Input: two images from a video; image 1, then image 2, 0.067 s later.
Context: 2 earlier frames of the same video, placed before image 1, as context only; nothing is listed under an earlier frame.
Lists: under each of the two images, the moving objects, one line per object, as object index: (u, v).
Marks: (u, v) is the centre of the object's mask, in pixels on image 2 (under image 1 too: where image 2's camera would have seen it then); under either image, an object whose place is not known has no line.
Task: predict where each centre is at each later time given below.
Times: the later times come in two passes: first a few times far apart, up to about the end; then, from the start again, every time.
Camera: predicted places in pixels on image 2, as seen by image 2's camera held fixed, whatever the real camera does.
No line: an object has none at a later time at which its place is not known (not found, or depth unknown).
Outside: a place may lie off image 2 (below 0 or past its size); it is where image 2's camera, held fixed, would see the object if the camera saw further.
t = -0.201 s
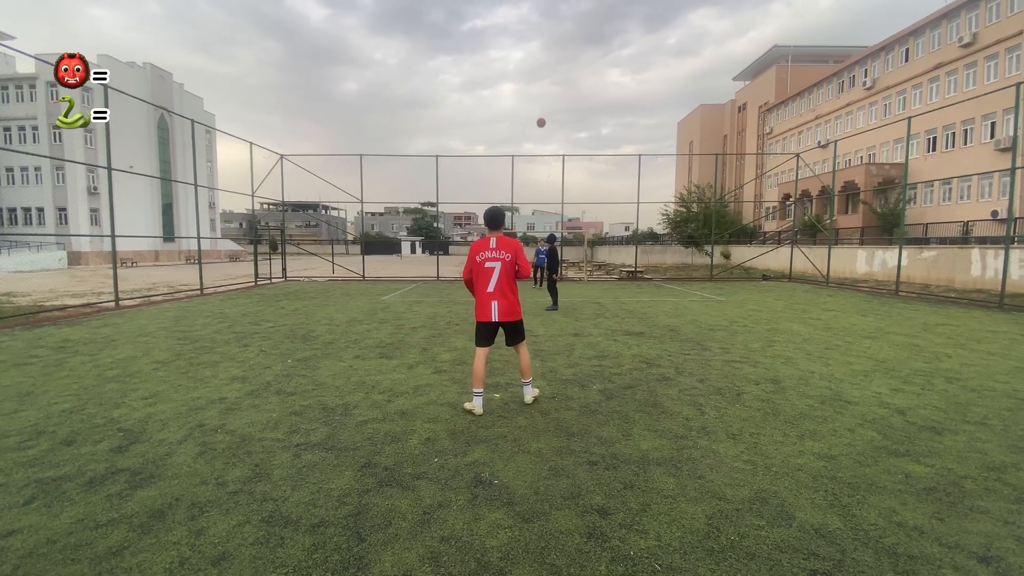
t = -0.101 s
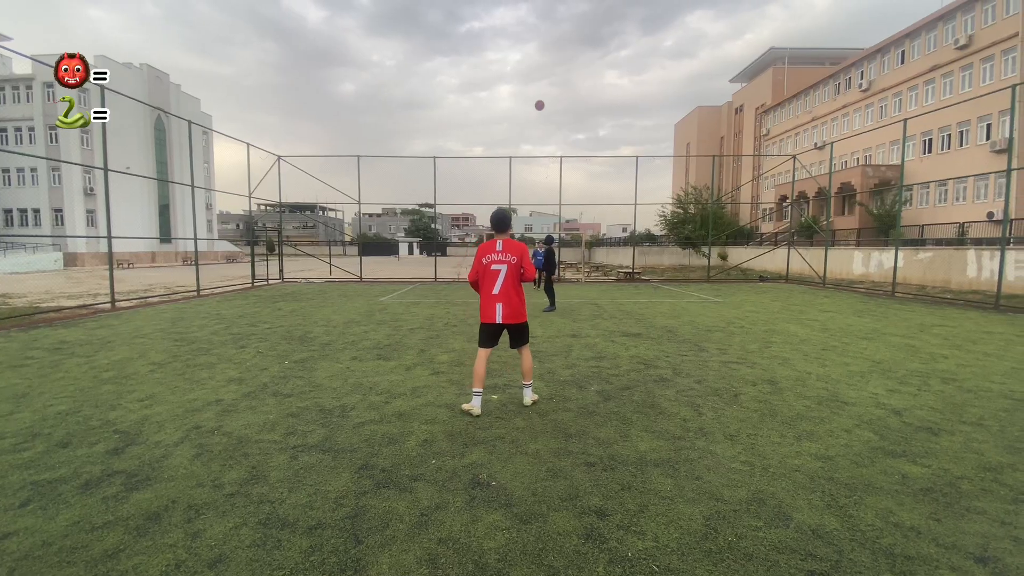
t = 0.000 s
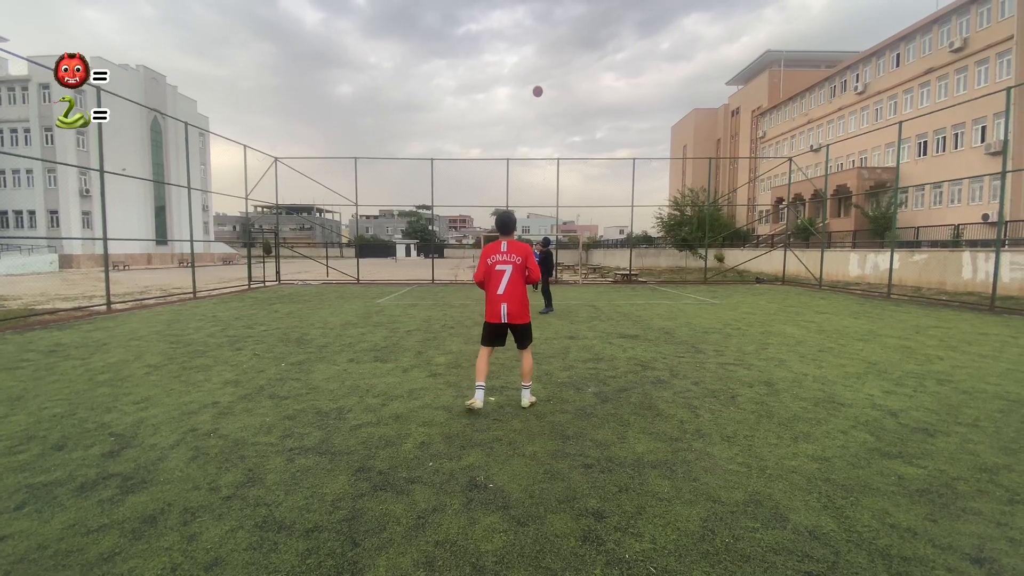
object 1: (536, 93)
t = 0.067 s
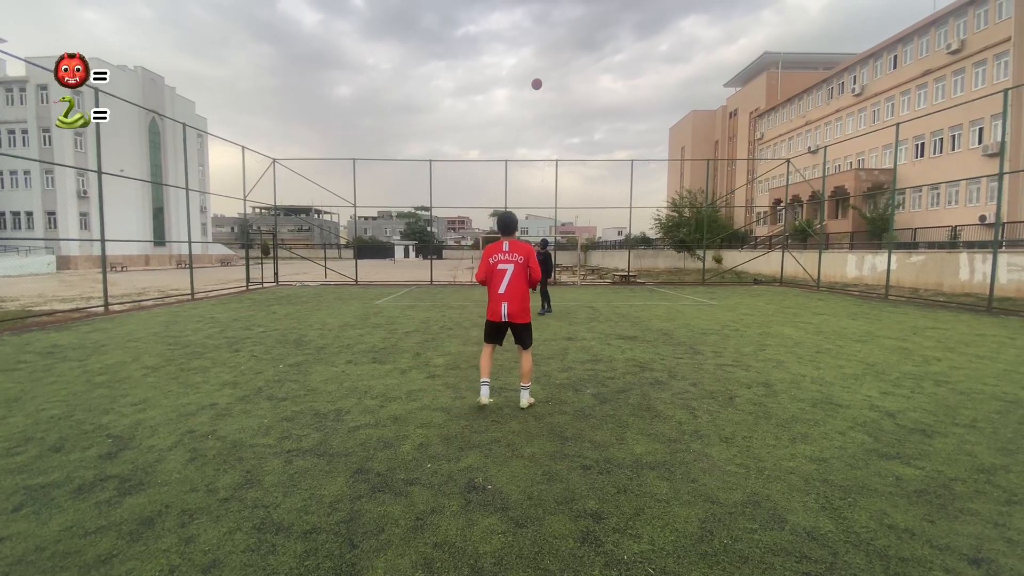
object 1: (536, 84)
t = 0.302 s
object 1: (539, 68)
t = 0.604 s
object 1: (541, 97)
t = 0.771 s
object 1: (542, 151)
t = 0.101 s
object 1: (537, 80)
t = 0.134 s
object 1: (537, 77)
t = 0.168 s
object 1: (537, 74)
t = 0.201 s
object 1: (538, 72)
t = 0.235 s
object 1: (538, 70)
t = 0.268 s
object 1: (538, 68)
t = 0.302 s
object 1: (539, 68)
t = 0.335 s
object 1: (539, 68)
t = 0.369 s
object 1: (539, 69)
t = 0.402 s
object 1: (540, 70)
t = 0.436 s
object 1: (540, 72)
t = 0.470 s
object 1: (540, 75)
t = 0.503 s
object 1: (540, 79)
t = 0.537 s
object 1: (541, 84)
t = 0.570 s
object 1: (541, 90)
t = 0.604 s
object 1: (541, 97)
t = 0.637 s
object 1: (541, 105)
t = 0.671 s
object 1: (541, 114)
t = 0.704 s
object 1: (542, 125)
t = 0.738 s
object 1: (542, 137)
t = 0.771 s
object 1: (542, 151)
